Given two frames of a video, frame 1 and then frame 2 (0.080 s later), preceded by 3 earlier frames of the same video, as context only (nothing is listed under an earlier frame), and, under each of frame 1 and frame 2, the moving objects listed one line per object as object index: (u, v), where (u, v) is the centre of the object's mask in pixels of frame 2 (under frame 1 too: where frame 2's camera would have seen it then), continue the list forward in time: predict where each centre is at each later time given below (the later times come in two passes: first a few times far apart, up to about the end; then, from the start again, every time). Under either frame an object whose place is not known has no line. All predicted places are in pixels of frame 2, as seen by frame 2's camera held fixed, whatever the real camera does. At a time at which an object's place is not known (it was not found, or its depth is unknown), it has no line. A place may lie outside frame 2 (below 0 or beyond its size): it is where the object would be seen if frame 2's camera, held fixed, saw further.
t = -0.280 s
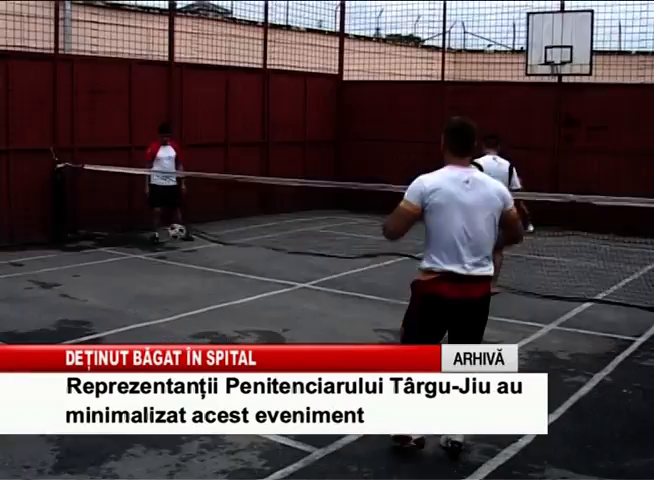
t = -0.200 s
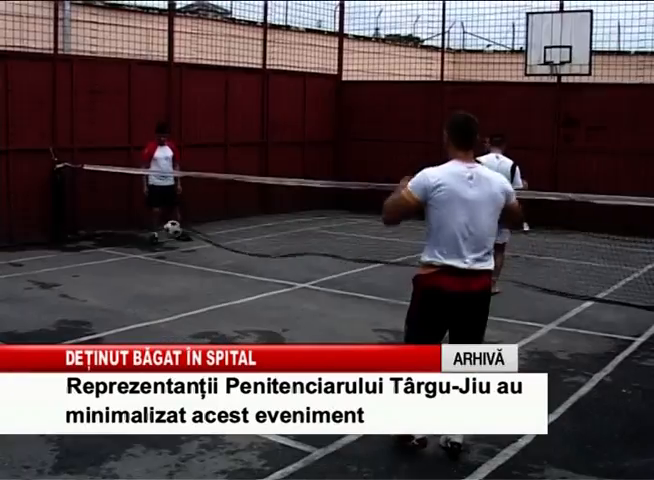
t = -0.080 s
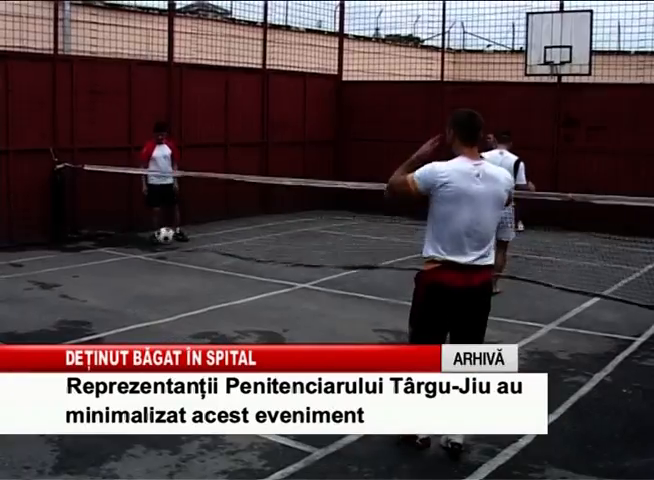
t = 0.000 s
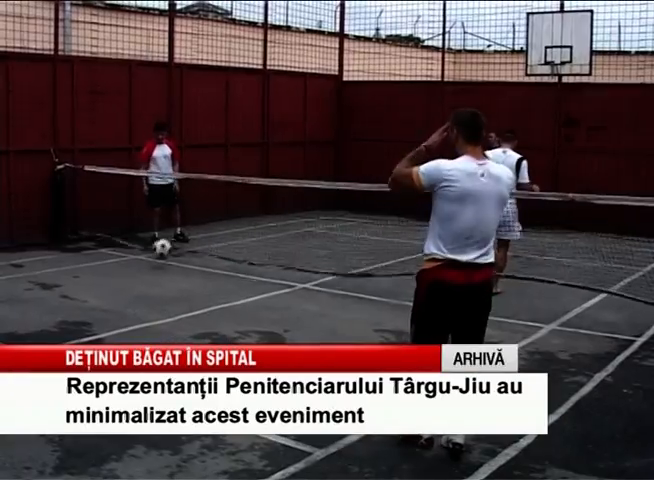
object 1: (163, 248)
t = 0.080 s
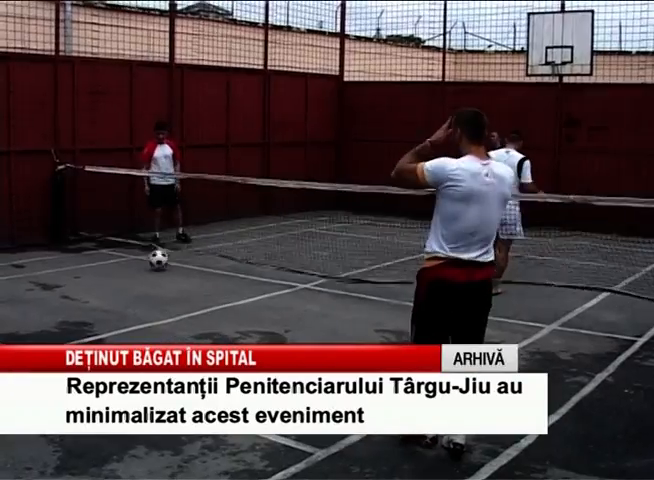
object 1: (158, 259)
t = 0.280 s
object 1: (151, 245)
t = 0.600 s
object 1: (137, 259)
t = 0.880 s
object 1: (125, 275)
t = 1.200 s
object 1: (111, 280)
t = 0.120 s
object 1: (156, 254)
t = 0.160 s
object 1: (155, 249)
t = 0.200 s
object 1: (153, 247)
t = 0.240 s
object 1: (152, 245)
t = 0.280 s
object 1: (151, 245)
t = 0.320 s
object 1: (149, 247)
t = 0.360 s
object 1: (147, 249)
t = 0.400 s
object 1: (145, 253)
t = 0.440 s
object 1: (144, 258)
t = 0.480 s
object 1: (142, 267)
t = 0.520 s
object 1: (140, 268)
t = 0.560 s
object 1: (139, 262)
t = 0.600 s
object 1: (137, 259)
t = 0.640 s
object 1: (135, 258)
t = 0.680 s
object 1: (133, 258)
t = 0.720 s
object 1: (132, 260)
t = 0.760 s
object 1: (130, 263)
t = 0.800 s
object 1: (128, 267)
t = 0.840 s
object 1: (127, 274)
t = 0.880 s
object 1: (125, 275)
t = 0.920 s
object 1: (123, 271)
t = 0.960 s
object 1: (122, 269)
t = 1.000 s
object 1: (120, 268)
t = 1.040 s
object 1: (118, 270)
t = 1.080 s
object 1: (116, 272)
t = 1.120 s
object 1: (115, 277)
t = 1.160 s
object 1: (113, 283)
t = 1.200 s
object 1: (111, 280)
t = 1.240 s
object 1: (109, 278)
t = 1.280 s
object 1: (108, 278)
